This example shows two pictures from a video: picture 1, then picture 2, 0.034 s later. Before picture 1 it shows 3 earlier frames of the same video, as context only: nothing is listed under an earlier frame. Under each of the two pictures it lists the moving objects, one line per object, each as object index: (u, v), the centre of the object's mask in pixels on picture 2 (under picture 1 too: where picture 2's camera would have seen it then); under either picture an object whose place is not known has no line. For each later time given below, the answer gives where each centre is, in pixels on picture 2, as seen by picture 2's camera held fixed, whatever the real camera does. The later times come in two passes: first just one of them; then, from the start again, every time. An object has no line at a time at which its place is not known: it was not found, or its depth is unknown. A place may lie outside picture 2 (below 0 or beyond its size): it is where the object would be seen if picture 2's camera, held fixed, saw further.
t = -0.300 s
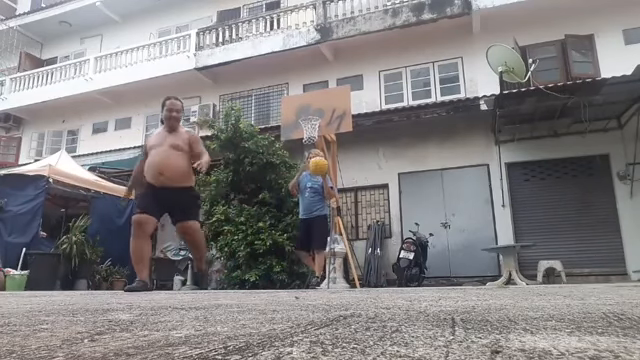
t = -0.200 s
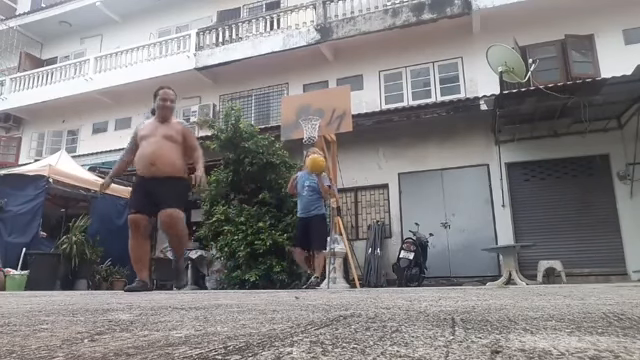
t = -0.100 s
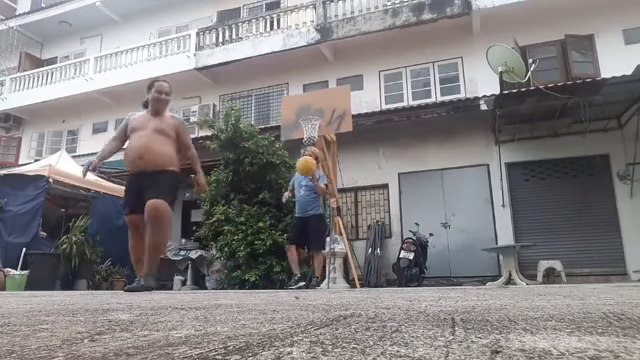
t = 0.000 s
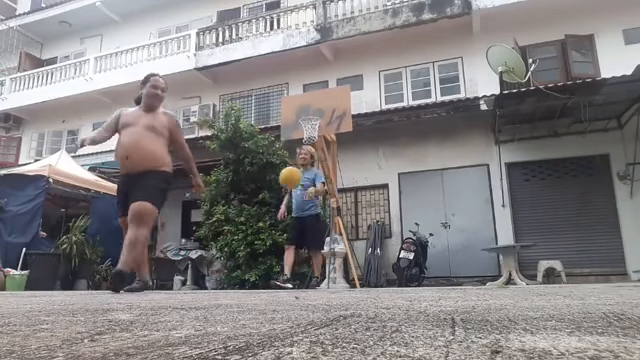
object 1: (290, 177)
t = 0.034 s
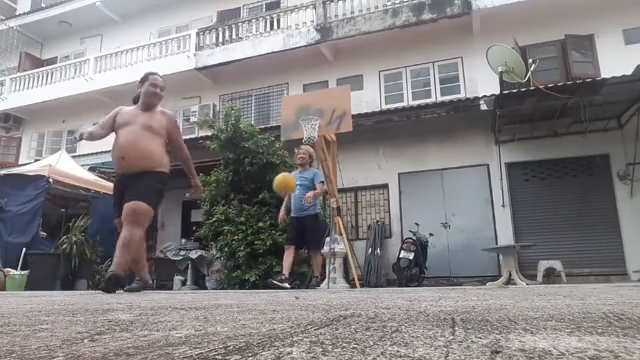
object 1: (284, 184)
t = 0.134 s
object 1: (265, 212)
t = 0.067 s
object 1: (277, 192)
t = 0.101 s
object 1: (271, 202)
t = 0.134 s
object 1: (265, 212)
